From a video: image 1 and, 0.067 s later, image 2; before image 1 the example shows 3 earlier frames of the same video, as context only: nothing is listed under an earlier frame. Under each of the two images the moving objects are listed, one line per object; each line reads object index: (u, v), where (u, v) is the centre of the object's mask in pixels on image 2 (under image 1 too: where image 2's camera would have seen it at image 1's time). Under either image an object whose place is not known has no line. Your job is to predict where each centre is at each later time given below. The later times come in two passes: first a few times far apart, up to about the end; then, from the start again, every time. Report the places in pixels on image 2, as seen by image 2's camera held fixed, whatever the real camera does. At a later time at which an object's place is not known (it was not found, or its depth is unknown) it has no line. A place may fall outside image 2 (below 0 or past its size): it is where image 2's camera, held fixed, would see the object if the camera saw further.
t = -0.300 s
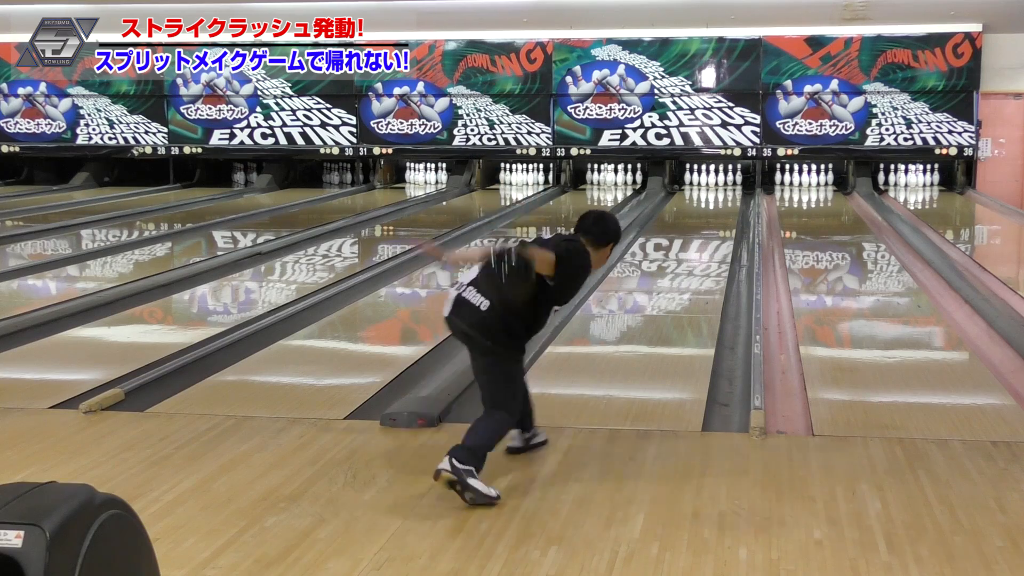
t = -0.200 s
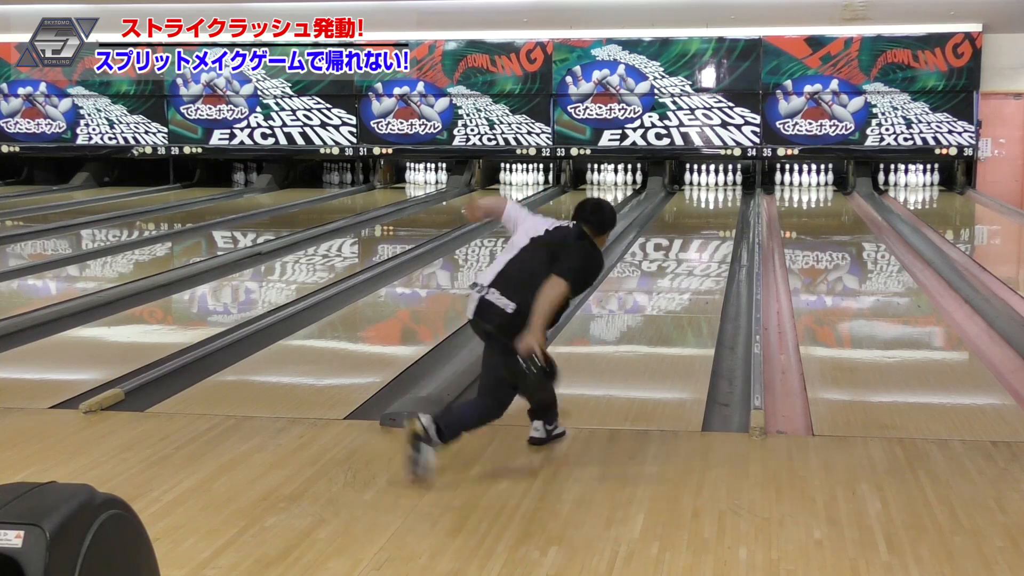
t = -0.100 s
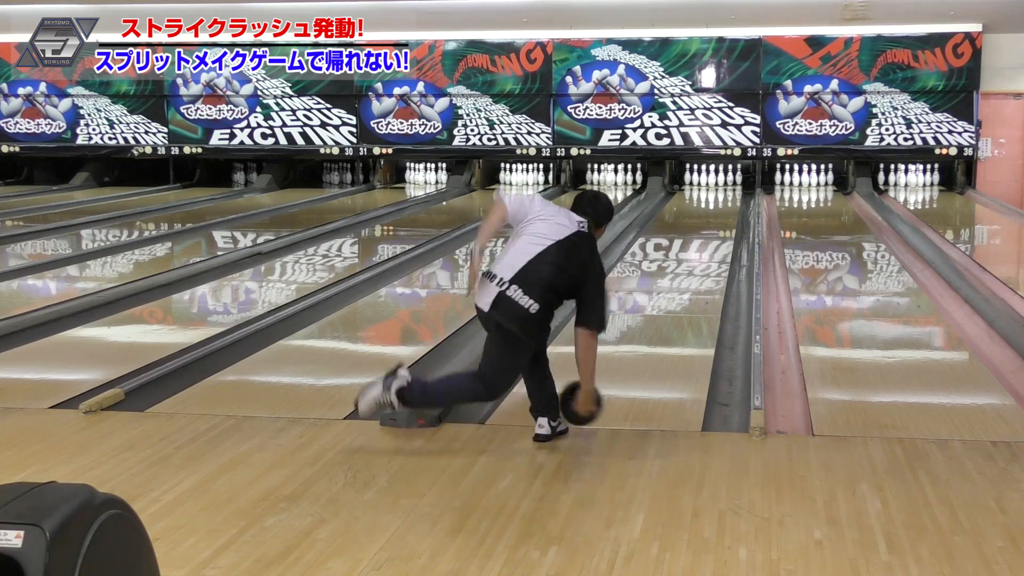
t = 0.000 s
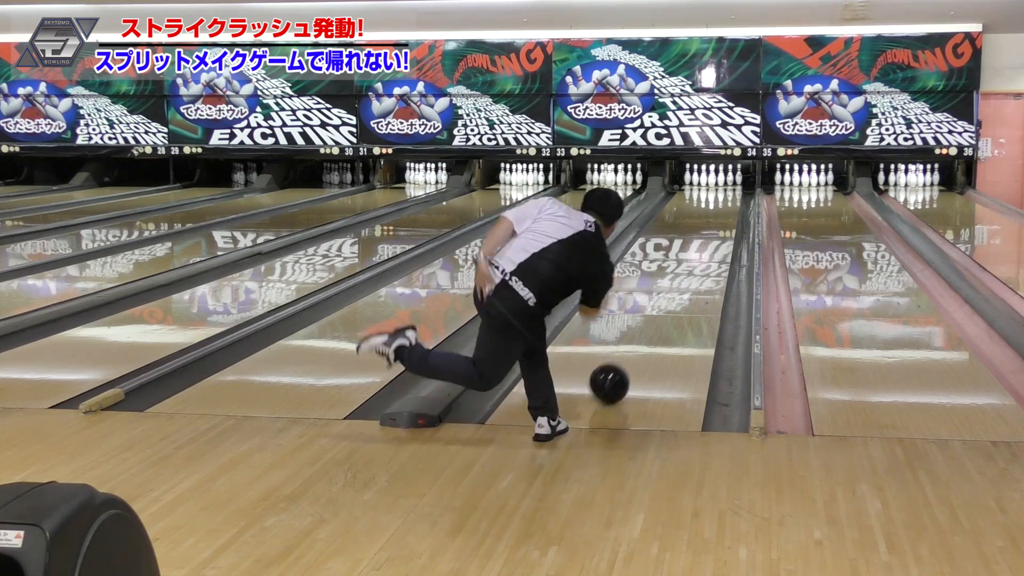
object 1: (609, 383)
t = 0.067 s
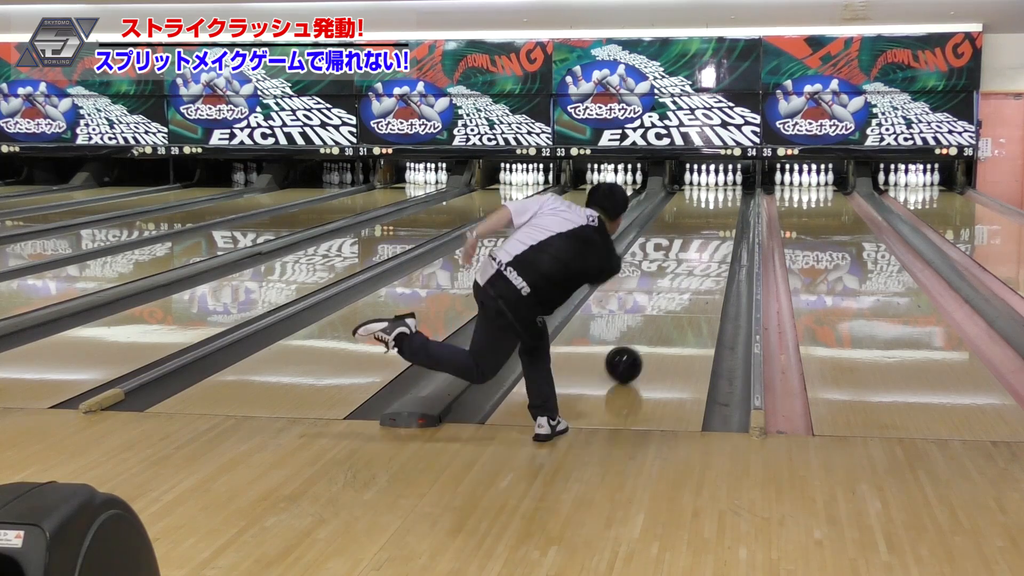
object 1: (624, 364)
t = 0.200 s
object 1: (648, 332)
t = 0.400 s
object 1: (673, 297)
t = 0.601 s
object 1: (692, 271)
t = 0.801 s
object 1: (706, 251)
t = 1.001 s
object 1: (717, 235)
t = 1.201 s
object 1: (725, 223)
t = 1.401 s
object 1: (731, 212)
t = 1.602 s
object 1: (734, 203)
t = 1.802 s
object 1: (734, 195)
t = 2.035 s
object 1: (730, 187)
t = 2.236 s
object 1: (724, 183)
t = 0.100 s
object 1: (630, 355)
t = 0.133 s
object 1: (636, 347)
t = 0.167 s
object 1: (642, 340)
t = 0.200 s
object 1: (648, 332)
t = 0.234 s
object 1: (652, 326)
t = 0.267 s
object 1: (657, 320)
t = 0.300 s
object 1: (661, 314)
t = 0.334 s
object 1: (665, 308)
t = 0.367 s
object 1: (669, 302)
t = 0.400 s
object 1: (673, 297)
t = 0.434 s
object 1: (677, 292)
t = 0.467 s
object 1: (680, 288)
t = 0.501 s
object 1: (684, 283)
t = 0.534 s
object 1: (687, 279)
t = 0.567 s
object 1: (689, 275)
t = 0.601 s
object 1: (692, 271)
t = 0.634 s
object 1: (695, 267)
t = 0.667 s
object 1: (698, 264)
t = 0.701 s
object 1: (700, 260)
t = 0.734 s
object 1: (702, 257)
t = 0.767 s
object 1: (704, 254)
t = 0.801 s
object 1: (706, 251)
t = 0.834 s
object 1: (708, 248)
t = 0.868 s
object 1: (710, 245)
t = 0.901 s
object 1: (712, 243)
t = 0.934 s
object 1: (714, 240)
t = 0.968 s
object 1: (716, 238)
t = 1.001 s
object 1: (717, 235)
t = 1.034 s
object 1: (719, 233)
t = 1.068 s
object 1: (720, 231)
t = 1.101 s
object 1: (722, 229)
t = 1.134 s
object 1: (723, 226)
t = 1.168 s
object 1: (724, 224)
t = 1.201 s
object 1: (725, 223)
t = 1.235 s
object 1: (726, 221)
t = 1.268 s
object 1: (727, 219)
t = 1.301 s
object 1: (728, 217)
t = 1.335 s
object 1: (729, 215)
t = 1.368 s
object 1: (730, 213)
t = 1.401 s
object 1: (731, 212)
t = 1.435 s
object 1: (731, 210)
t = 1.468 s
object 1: (732, 209)
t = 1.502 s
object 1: (733, 207)
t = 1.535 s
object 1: (733, 206)
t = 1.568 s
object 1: (734, 204)
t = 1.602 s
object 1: (734, 203)
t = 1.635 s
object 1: (734, 201)
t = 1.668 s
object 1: (734, 200)
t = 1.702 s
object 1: (734, 199)
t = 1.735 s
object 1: (734, 197)
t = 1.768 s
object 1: (734, 196)
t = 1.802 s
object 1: (734, 195)
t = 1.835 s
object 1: (734, 194)
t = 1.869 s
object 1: (733, 193)
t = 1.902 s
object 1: (733, 192)
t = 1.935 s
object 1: (732, 191)
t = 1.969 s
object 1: (731, 190)
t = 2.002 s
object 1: (730, 189)
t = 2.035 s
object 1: (730, 187)
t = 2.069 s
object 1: (729, 187)
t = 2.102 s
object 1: (728, 186)
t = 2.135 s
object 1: (727, 185)
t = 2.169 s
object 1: (726, 185)
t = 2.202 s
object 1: (725, 184)
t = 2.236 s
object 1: (724, 183)
